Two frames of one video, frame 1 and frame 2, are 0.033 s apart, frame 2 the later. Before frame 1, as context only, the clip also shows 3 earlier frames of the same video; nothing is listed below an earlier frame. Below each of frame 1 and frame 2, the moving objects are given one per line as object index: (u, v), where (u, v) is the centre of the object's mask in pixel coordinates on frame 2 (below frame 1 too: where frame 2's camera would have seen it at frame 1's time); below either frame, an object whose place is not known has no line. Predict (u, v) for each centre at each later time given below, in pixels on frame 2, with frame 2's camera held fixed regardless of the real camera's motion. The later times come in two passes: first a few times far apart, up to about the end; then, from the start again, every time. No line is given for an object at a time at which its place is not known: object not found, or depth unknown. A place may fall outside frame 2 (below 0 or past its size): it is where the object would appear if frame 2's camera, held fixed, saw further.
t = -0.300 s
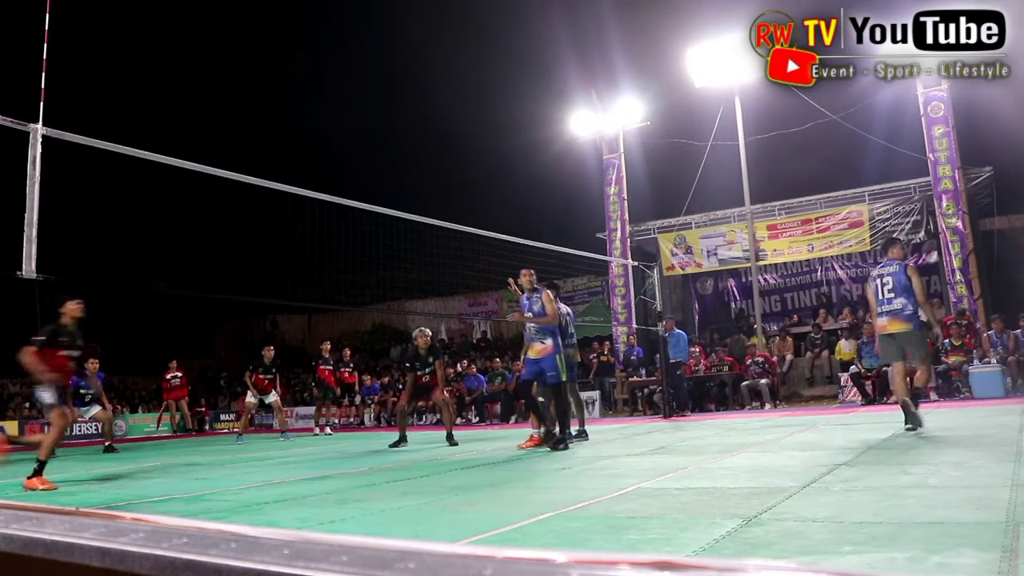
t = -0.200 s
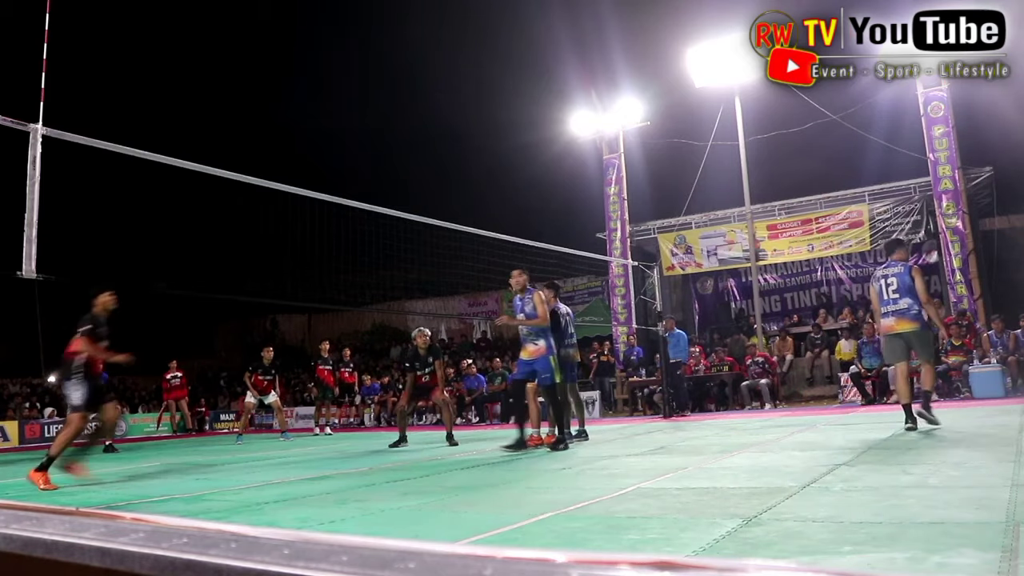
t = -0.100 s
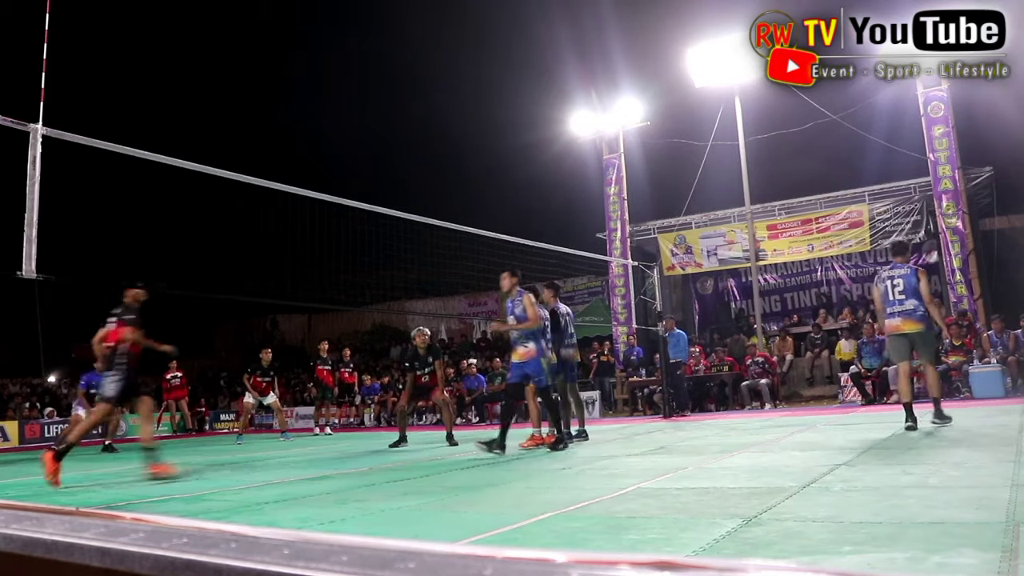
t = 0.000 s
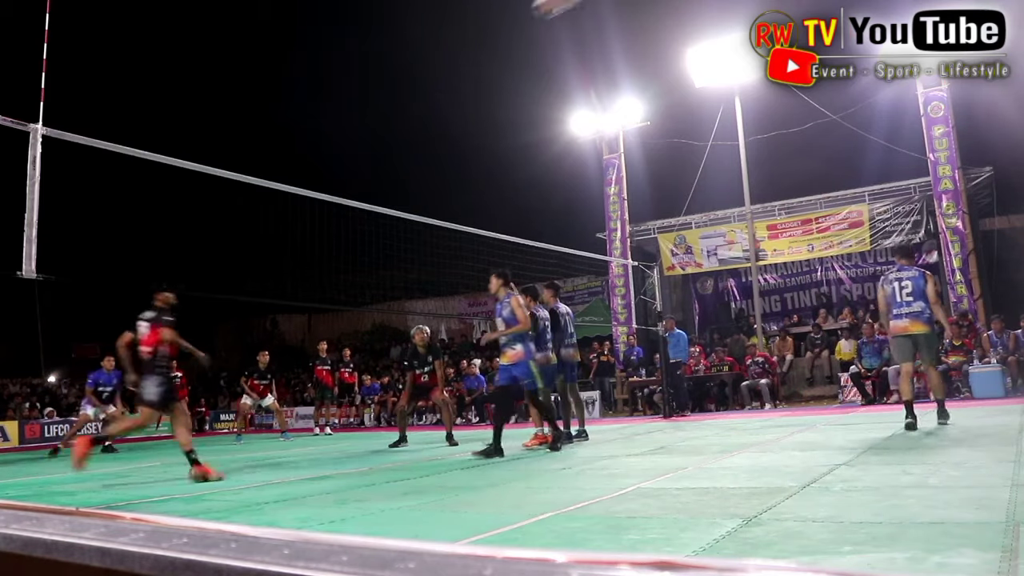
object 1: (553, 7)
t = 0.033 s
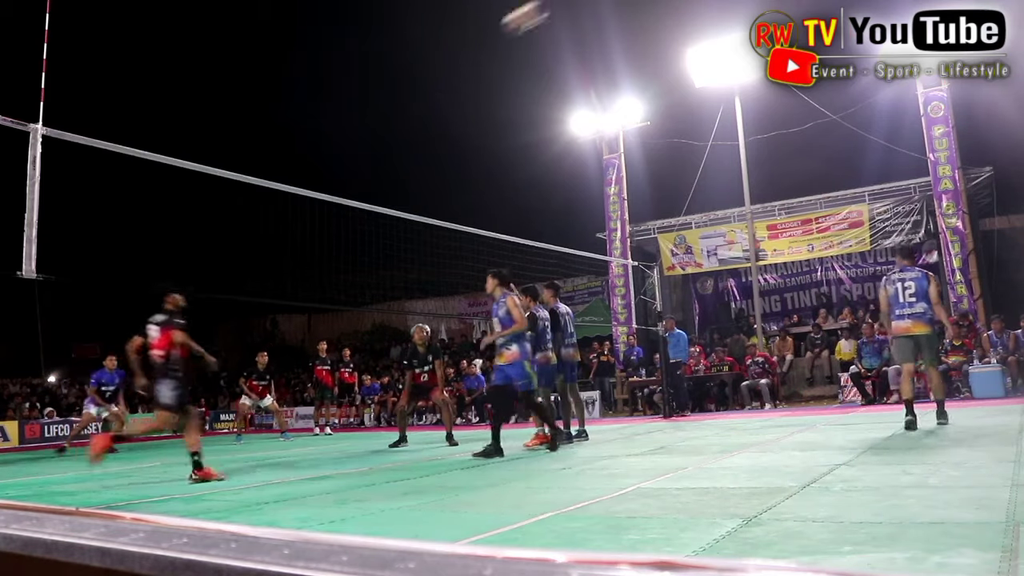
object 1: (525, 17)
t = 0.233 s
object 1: (381, 116)
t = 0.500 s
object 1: (264, 242)
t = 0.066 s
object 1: (495, 35)
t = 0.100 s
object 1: (468, 51)
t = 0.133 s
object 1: (444, 68)
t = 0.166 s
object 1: (421, 84)
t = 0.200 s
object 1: (400, 100)
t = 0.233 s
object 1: (381, 116)
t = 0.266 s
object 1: (363, 132)
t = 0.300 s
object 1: (346, 148)
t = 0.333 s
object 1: (330, 164)
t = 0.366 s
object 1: (316, 179)
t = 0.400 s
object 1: (300, 197)
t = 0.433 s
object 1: (288, 211)
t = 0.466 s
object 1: (276, 227)
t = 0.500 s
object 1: (264, 242)
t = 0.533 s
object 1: (253, 258)
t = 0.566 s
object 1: (242, 273)
